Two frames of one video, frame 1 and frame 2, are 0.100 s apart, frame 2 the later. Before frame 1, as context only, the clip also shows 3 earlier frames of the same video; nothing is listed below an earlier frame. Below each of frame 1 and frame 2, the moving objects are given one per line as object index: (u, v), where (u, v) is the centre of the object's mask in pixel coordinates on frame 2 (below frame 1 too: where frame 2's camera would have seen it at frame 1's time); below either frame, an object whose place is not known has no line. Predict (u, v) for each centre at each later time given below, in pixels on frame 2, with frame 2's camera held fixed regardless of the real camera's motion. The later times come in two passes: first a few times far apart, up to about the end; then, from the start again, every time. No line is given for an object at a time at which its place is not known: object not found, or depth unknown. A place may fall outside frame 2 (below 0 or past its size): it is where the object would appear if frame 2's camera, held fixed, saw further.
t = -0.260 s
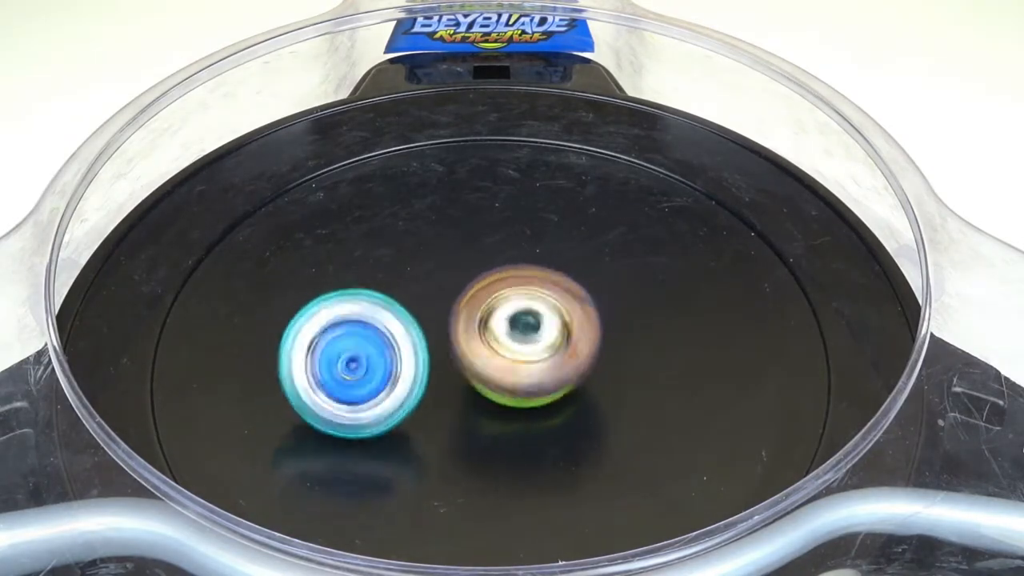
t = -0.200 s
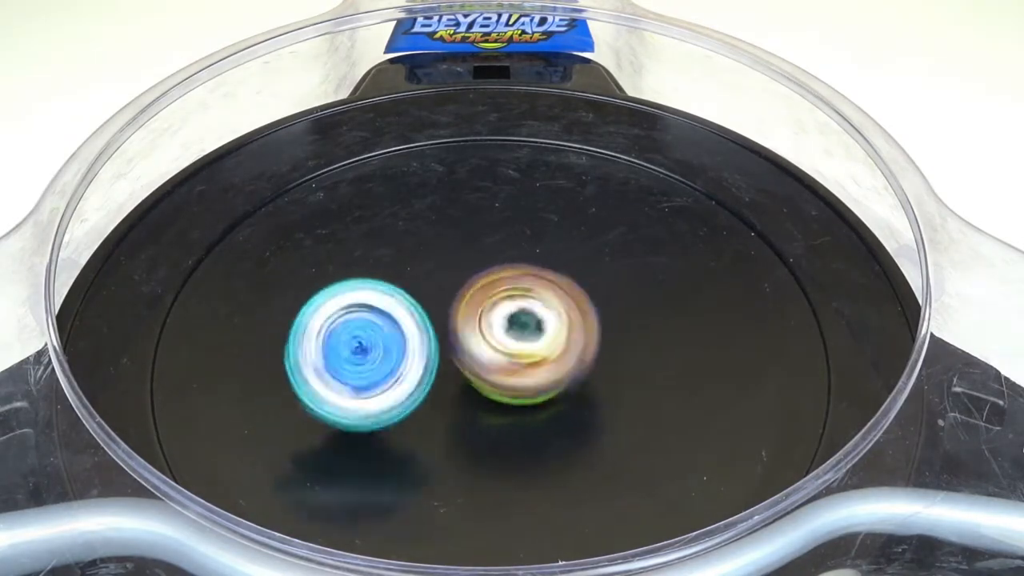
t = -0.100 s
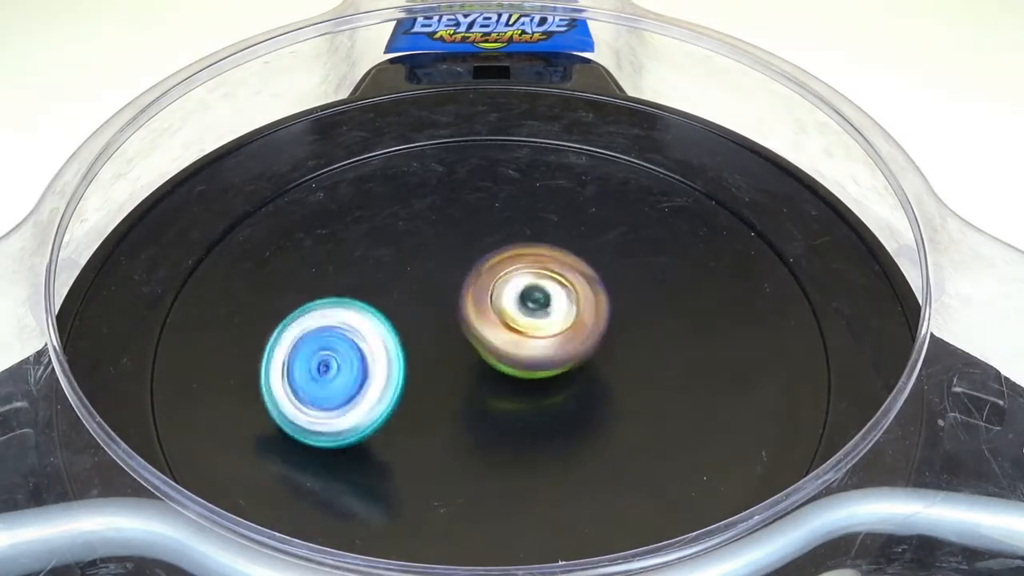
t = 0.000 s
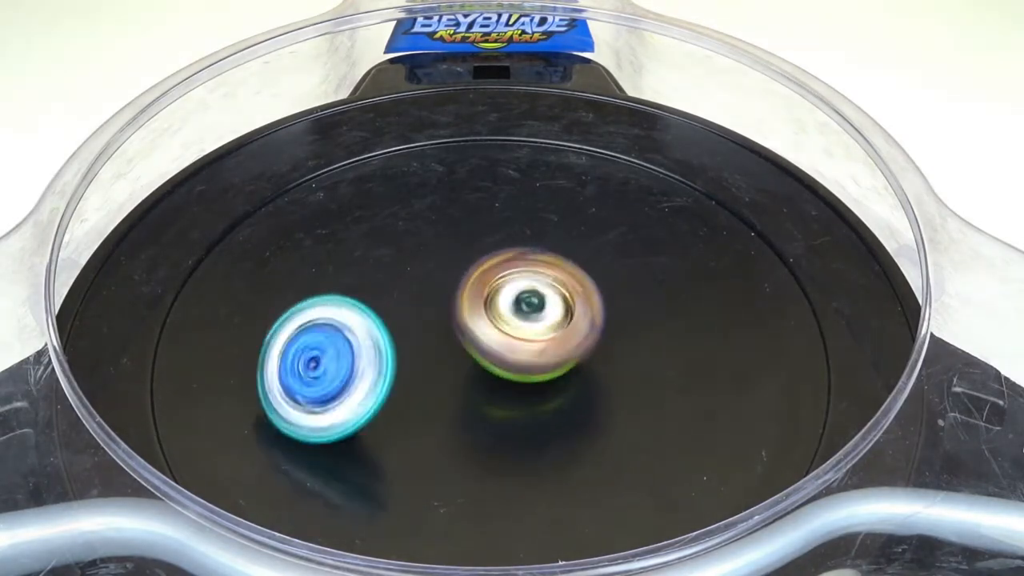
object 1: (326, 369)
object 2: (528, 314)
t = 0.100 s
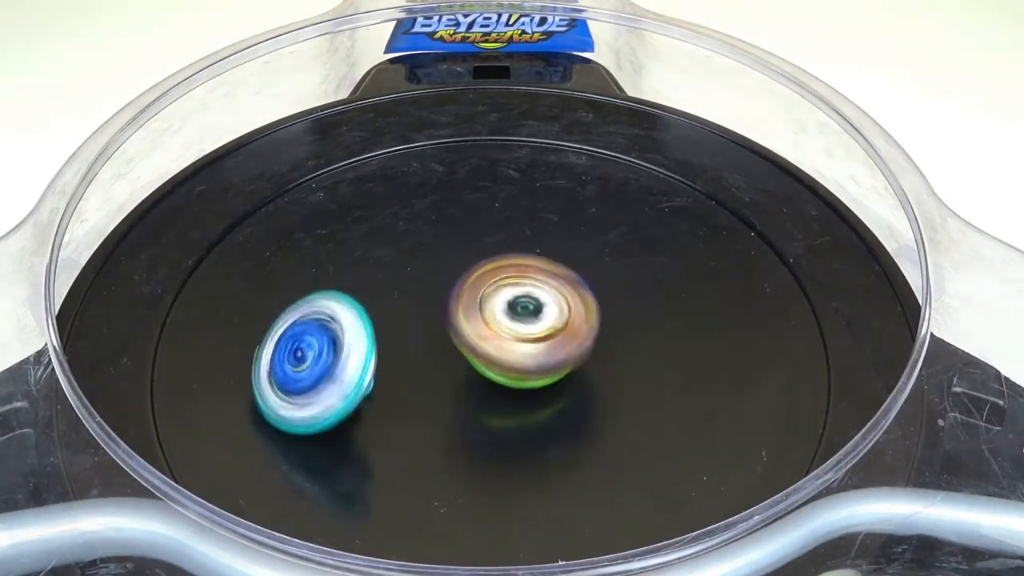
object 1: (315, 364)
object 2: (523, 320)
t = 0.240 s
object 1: (315, 353)
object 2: (520, 328)
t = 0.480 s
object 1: (323, 341)
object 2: (524, 340)
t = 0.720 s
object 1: (347, 324)
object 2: (531, 341)
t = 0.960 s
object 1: (380, 327)
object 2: (534, 334)
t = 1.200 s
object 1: (395, 339)
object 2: (540, 323)
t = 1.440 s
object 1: (382, 362)
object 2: (530, 316)
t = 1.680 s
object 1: (341, 365)
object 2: (515, 317)
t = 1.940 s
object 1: (369, 347)
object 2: (508, 328)
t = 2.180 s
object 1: (395, 313)
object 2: (532, 325)
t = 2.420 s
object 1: (418, 303)
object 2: (562, 322)
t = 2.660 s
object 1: (408, 306)
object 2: (573, 311)
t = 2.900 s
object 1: (423, 335)
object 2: (562, 303)
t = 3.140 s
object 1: (427, 360)
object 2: (554, 303)
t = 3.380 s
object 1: (442, 338)
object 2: (557, 305)
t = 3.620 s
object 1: (444, 328)
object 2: (595, 294)
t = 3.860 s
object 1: (463, 321)
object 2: (612, 294)
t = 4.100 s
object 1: (473, 321)
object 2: (601, 299)
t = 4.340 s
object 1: (439, 387)
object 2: (589, 300)
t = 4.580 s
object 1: (439, 421)
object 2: (585, 308)
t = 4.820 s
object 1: (501, 393)
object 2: (577, 305)
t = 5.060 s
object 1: (473, 443)
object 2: (570, 256)
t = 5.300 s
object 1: (485, 439)
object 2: (507, 263)
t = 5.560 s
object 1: (516, 375)
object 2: (403, 313)
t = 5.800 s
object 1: (538, 352)
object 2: (387, 367)
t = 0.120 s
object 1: (315, 361)
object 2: (523, 321)
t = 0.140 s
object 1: (314, 361)
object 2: (522, 322)
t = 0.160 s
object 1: (314, 359)
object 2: (522, 324)
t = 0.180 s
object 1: (313, 359)
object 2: (521, 324)
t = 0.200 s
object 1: (313, 356)
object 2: (521, 326)
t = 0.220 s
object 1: (314, 355)
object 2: (521, 327)
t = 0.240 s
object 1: (315, 353)
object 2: (520, 328)
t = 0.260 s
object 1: (315, 353)
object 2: (521, 330)
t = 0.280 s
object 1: (315, 353)
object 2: (521, 331)
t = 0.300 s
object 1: (314, 351)
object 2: (521, 333)
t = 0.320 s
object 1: (315, 347)
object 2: (521, 333)
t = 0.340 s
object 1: (318, 347)
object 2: (521, 335)
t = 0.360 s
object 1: (319, 347)
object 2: (522, 335)
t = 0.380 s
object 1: (318, 344)
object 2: (522, 336)
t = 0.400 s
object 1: (318, 344)
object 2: (523, 337)
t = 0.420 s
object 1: (320, 343)
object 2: (523, 338)
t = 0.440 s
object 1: (322, 341)
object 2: (524, 339)
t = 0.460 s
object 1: (323, 340)
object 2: (524, 339)
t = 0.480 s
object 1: (323, 341)
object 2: (524, 340)
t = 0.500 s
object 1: (323, 339)
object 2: (525, 340)
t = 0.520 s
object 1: (323, 338)
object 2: (525, 341)
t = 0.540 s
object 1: (325, 335)
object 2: (526, 342)
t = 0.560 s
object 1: (328, 332)
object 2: (526, 342)
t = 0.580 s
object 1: (333, 331)
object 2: (528, 342)
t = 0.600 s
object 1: (334, 331)
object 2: (527, 342)
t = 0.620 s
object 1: (336, 329)
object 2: (528, 342)
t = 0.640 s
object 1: (336, 329)
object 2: (528, 342)
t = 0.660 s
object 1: (339, 328)
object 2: (529, 342)
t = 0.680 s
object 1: (340, 326)
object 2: (530, 342)
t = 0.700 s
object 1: (344, 325)
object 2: (530, 342)
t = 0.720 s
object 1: (347, 324)
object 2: (531, 341)
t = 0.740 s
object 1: (352, 322)
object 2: (531, 341)
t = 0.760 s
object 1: (355, 322)
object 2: (532, 341)
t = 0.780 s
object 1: (359, 322)
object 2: (531, 340)
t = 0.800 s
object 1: (361, 322)
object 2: (532, 340)
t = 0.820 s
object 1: (364, 323)
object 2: (532, 339)
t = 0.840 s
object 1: (366, 322)
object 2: (532, 339)
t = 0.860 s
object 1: (368, 323)
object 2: (532, 338)
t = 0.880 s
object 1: (370, 323)
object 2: (533, 338)
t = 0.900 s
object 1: (374, 324)
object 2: (533, 337)
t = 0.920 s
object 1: (376, 324)
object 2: (533, 337)
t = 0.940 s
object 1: (379, 326)
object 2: (533, 336)
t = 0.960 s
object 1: (380, 327)
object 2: (534, 334)
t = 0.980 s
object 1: (379, 328)
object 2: (540, 333)
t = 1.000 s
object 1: (380, 328)
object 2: (542, 331)
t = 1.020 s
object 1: (382, 328)
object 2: (545, 330)
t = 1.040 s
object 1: (386, 327)
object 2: (544, 329)
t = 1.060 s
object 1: (391, 329)
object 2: (544, 329)
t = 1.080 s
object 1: (395, 330)
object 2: (543, 328)
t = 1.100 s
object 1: (395, 333)
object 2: (543, 327)
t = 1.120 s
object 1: (395, 336)
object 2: (542, 326)
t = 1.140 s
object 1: (393, 337)
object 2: (542, 326)
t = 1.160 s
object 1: (393, 338)
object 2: (541, 325)
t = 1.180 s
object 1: (393, 337)
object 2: (540, 324)
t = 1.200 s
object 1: (395, 339)
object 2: (540, 323)
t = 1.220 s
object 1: (396, 340)
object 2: (538, 322)
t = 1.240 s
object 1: (398, 344)
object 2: (538, 322)
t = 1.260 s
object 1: (397, 346)
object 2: (536, 321)
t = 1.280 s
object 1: (396, 350)
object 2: (537, 321)
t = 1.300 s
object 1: (392, 351)
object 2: (536, 319)
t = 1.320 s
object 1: (389, 354)
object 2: (537, 318)
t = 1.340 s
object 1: (386, 354)
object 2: (537, 317)
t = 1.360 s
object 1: (387, 355)
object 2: (536, 317)
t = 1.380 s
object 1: (385, 357)
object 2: (534, 316)
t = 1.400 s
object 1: (386, 359)
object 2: (532, 317)
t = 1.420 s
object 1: (384, 362)
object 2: (531, 317)
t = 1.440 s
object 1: (382, 362)
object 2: (530, 316)
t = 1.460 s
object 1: (379, 364)
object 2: (530, 316)
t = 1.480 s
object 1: (377, 363)
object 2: (528, 316)
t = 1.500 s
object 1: (374, 366)
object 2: (527, 315)
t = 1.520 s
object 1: (370, 365)
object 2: (525, 315)
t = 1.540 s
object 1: (368, 368)
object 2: (525, 316)
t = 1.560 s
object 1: (363, 368)
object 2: (523, 315)
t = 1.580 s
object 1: (360, 368)
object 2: (522, 316)
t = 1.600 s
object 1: (356, 367)
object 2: (520, 316)
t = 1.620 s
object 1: (353, 366)
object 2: (520, 317)
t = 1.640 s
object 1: (349, 366)
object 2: (517, 317)
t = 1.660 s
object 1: (346, 364)
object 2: (517, 318)
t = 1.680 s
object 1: (341, 365)
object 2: (515, 317)
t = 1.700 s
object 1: (341, 359)
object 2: (514, 319)
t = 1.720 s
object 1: (342, 357)
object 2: (513, 319)
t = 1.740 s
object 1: (342, 357)
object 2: (511, 320)
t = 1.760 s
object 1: (341, 356)
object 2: (511, 320)
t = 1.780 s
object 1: (337, 356)
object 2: (509, 321)
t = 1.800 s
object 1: (337, 356)
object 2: (509, 322)
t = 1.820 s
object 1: (338, 349)
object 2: (507, 323)
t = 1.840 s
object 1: (344, 346)
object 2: (507, 324)
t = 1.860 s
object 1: (350, 351)
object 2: (505, 325)
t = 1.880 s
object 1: (356, 347)
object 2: (505, 326)
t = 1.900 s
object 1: (362, 341)
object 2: (504, 327)
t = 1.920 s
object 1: (366, 342)
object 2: (505, 328)
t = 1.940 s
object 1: (369, 347)
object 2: (508, 328)
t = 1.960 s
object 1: (374, 337)
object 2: (513, 327)
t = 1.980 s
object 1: (381, 328)
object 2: (516, 326)
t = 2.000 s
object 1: (386, 328)
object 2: (521, 326)
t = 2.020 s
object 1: (389, 330)
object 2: (524, 325)
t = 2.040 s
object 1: (386, 328)
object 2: (528, 324)
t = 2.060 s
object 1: (384, 328)
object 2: (529, 324)
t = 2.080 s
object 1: (385, 325)
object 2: (530, 324)
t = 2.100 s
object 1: (386, 323)
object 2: (529, 324)
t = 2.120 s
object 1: (389, 319)
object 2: (530, 325)
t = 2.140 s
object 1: (392, 317)
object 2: (530, 325)
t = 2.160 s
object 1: (394, 315)
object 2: (531, 325)
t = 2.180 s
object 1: (395, 313)
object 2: (532, 325)
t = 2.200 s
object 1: (397, 312)
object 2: (533, 325)
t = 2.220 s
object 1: (399, 311)
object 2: (533, 325)
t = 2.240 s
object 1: (401, 308)
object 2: (534, 325)
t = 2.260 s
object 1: (403, 306)
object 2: (533, 324)
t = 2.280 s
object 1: (408, 304)
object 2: (535, 324)
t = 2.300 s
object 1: (411, 301)
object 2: (536, 324)
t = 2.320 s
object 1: (412, 299)
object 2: (541, 324)
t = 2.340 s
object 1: (415, 296)
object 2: (544, 324)
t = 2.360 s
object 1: (420, 293)
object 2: (547, 323)
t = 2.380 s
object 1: (422, 298)
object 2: (551, 323)
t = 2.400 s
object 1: (421, 304)
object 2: (556, 323)
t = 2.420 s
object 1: (418, 303)
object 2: (562, 322)
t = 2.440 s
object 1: (418, 306)
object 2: (563, 321)
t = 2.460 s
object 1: (418, 308)
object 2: (564, 321)
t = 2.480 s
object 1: (418, 305)
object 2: (563, 319)
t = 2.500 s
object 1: (420, 304)
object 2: (563, 320)
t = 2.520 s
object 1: (421, 305)
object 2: (562, 319)
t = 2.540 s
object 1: (421, 304)
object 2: (567, 319)
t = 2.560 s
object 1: (420, 307)
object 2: (568, 317)
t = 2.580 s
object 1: (419, 310)
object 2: (569, 317)
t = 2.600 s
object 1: (420, 307)
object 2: (567, 315)
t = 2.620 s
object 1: (416, 307)
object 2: (569, 314)
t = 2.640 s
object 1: (411, 313)
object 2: (572, 313)
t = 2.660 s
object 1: (408, 306)
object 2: (573, 311)
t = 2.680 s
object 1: (406, 303)
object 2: (571, 311)
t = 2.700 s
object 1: (403, 309)
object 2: (570, 310)
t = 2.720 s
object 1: (402, 320)
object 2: (569, 310)
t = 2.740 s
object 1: (402, 318)
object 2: (568, 309)
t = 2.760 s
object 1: (404, 321)
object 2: (568, 309)
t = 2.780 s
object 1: (405, 327)
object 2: (566, 308)
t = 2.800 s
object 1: (409, 328)
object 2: (566, 307)
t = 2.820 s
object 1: (413, 326)
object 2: (564, 307)
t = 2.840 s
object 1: (416, 326)
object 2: (564, 306)
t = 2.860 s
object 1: (418, 329)
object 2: (564, 304)
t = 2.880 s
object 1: (420, 332)
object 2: (565, 303)
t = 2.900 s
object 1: (423, 335)
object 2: (562, 303)
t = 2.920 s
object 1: (427, 337)
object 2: (560, 304)
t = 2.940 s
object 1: (433, 340)
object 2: (557, 304)
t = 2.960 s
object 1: (436, 341)
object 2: (556, 304)
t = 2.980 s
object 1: (438, 345)
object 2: (555, 304)
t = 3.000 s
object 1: (432, 347)
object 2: (557, 301)
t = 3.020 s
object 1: (426, 348)
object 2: (562, 301)
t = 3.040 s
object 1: (422, 355)
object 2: (562, 301)
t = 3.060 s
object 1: (419, 356)
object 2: (562, 301)
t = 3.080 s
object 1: (422, 360)
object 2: (560, 302)
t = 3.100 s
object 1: (425, 361)
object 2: (558, 302)
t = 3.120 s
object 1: (428, 360)
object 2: (556, 303)
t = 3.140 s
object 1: (427, 360)
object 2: (554, 303)
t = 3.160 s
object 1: (432, 366)
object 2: (555, 305)
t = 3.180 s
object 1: (434, 363)
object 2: (553, 305)
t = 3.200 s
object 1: (437, 362)
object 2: (554, 306)
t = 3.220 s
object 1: (437, 360)
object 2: (552, 306)
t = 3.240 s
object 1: (433, 354)
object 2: (557, 305)
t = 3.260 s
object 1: (426, 346)
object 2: (561, 303)
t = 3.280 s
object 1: (422, 346)
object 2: (561, 302)
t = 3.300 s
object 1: (417, 350)
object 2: (561, 303)
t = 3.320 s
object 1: (422, 344)
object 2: (559, 302)
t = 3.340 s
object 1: (431, 344)
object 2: (559, 303)
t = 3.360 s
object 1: (438, 341)
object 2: (557, 304)
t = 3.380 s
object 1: (442, 338)
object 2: (557, 305)
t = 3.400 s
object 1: (445, 333)
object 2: (560, 307)
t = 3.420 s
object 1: (444, 326)
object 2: (562, 306)
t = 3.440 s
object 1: (436, 328)
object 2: (573, 302)
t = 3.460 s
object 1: (426, 324)
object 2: (582, 298)
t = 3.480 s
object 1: (422, 322)
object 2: (589, 294)
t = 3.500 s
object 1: (421, 322)
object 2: (594, 293)
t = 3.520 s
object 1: (424, 322)
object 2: (596, 291)
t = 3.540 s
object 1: (430, 328)
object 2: (598, 292)
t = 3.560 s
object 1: (434, 330)
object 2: (598, 293)
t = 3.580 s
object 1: (439, 328)
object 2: (597, 293)
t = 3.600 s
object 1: (442, 328)
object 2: (596, 294)
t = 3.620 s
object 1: (444, 328)
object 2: (595, 294)
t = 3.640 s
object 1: (450, 324)
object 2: (595, 295)
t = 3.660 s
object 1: (454, 322)
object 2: (594, 296)
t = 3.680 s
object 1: (451, 321)
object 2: (599, 295)
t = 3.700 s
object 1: (450, 319)
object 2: (607, 295)
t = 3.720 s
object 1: (450, 319)
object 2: (611, 293)
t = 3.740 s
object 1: (450, 321)
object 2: (613, 292)
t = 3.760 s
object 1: (452, 321)
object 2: (613, 293)
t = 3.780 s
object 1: (456, 320)
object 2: (611, 293)
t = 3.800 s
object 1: (458, 321)
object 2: (610, 293)
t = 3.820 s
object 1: (461, 323)
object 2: (610, 294)
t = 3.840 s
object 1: (463, 322)
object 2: (609, 294)
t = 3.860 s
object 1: (463, 321)
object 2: (612, 294)
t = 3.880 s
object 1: (462, 323)
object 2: (612, 293)
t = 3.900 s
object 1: (461, 323)
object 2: (611, 293)
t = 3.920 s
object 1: (461, 324)
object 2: (610, 294)
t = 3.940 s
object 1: (462, 322)
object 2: (608, 294)
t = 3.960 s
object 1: (465, 319)
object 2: (608, 295)
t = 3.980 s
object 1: (469, 320)
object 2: (608, 296)
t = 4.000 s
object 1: (470, 320)
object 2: (606, 297)
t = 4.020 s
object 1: (469, 322)
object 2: (607, 297)
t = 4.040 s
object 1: (467, 321)
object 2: (605, 297)
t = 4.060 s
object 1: (468, 319)
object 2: (604, 298)
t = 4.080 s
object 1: (471, 319)
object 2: (604, 299)
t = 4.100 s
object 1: (473, 321)
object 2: (601, 299)
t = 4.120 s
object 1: (472, 322)
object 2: (601, 301)
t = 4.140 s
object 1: (470, 323)
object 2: (599, 302)
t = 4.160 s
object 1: (469, 325)
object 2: (595, 303)
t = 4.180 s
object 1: (468, 328)
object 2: (593, 305)
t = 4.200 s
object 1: (468, 331)
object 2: (591, 306)
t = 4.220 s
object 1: (465, 335)
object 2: (591, 305)
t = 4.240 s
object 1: (456, 343)
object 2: (596, 302)
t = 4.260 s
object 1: (449, 352)
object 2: (599, 301)
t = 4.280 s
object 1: (446, 361)
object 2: (598, 299)
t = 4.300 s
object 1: (443, 369)
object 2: (595, 299)
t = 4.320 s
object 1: (440, 378)
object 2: (592, 299)
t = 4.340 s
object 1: (439, 387)
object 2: (589, 300)
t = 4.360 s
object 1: (438, 395)
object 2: (587, 302)
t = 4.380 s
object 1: (436, 401)
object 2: (588, 304)
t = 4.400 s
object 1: (434, 406)
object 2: (587, 305)
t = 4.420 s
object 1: (434, 412)
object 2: (586, 306)
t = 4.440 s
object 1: (434, 416)
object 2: (588, 307)
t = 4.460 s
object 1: (435, 419)
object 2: (589, 307)
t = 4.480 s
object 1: (436, 422)
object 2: (589, 307)
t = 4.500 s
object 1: (437, 424)
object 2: (590, 307)
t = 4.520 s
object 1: (438, 425)
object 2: (589, 307)
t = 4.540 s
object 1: (438, 424)
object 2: (587, 307)
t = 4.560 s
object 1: (439, 423)
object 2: (587, 308)
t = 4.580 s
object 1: (439, 421)
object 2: (585, 308)
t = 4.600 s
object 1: (440, 418)
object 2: (583, 309)
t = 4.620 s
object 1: (441, 414)
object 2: (584, 310)
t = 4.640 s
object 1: (444, 411)
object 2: (585, 311)
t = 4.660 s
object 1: (448, 407)
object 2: (585, 312)
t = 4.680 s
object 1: (452, 402)
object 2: (586, 312)
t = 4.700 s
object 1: (457, 398)
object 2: (587, 313)
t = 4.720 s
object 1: (463, 394)
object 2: (586, 312)
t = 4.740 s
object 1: (471, 390)
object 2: (585, 311)
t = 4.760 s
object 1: (479, 387)
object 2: (584, 311)
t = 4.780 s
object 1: (487, 387)
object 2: (582, 310)
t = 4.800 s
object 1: (495, 390)
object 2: (580, 308)
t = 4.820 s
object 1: (501, 393)
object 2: (577, 305)
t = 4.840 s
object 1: (507, 394)
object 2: (574, 303)
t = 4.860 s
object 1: (510, 400)
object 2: (572, 300)
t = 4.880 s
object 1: (510, 409)
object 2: (572, 293)
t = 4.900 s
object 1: (509, 417)
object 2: (574, 286)
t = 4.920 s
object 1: (508, 424)
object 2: (575, 281)
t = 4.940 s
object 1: (505, 430)
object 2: (575, 275)
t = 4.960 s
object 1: (499, 434)
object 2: (578, 270)
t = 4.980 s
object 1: (493, 438)
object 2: (577, 267)
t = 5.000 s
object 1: (488, 440)
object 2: (575, 264)
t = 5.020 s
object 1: (482, 441)
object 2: (574, 261)
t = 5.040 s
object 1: (478, 442)
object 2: (573, 258)
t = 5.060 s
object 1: (473, 443)
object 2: (570, 256)
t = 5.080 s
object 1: (470, 443)
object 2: (567, 256)
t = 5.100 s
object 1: (467, 443)
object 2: (565, 255)
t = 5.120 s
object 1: (465, 443)
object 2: (562, 254)
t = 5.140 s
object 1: (464, 443)
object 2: (557, 254)
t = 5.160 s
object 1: (464, 443)
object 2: (553, 254)
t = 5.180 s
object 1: (466, 443)
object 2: (549, 255)
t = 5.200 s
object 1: (468, 443)
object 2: (542, 255)
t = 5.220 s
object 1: (470, 442)
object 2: (537, 256)
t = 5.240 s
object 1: (473, 442)
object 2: (530, 257)
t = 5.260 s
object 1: (477, 441)
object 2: (524, 259)
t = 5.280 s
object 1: (481, 440)
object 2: (516, 261)
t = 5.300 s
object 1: (485, 439)
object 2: (507, 263)
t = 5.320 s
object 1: (489, 438)
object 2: (501, 267)
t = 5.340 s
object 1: (494, 435)
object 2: (492, 270)
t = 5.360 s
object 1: (499, 432)
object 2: (484, 274)
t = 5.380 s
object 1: (504, 428)
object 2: (476, 277)
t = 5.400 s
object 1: (508, 423)
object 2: (467, 281)
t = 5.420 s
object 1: (511, 418)
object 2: (459, 284)
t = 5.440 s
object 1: (512, 412)
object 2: (451, 288)
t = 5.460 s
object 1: (513, 405)
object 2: (442, 292)
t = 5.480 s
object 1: (512, 399)
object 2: (435, 297)
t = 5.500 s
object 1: (510, 392)
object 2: (427, 301)
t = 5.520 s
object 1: (510, 387)
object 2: (420, 306)
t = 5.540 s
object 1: (514, 381)
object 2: (410, 311)
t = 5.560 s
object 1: (516, 375)
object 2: (403, 313)
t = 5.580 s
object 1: (517, 371)
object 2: (398, 317)
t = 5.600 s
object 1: (518, 367)
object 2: (393, 322)
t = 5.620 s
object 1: (517, 365)
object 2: (389, 325)
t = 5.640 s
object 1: (520, 363)
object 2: (386, 330)
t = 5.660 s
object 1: (526, 361)
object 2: (383, 335)
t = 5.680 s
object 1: (529, 359)
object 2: (380, 338)
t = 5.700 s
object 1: (531, 357)
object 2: (379, 342)
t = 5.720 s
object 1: (533, 355)
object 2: (380, 347)
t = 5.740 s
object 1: (535, 354)
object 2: (381, 352)
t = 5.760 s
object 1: (537, 353)
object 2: (381, 359)
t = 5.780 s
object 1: (538, 352)
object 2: (383, 363)
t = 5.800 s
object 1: (538, 352)
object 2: (387, 367)
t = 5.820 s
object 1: (539, 352)
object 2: (389, 373)
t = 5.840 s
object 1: (541, 350)
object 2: (390, 378)
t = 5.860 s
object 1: (543, 349)
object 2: (392, 382)
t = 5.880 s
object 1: (543, 349)
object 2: (394, 385)
